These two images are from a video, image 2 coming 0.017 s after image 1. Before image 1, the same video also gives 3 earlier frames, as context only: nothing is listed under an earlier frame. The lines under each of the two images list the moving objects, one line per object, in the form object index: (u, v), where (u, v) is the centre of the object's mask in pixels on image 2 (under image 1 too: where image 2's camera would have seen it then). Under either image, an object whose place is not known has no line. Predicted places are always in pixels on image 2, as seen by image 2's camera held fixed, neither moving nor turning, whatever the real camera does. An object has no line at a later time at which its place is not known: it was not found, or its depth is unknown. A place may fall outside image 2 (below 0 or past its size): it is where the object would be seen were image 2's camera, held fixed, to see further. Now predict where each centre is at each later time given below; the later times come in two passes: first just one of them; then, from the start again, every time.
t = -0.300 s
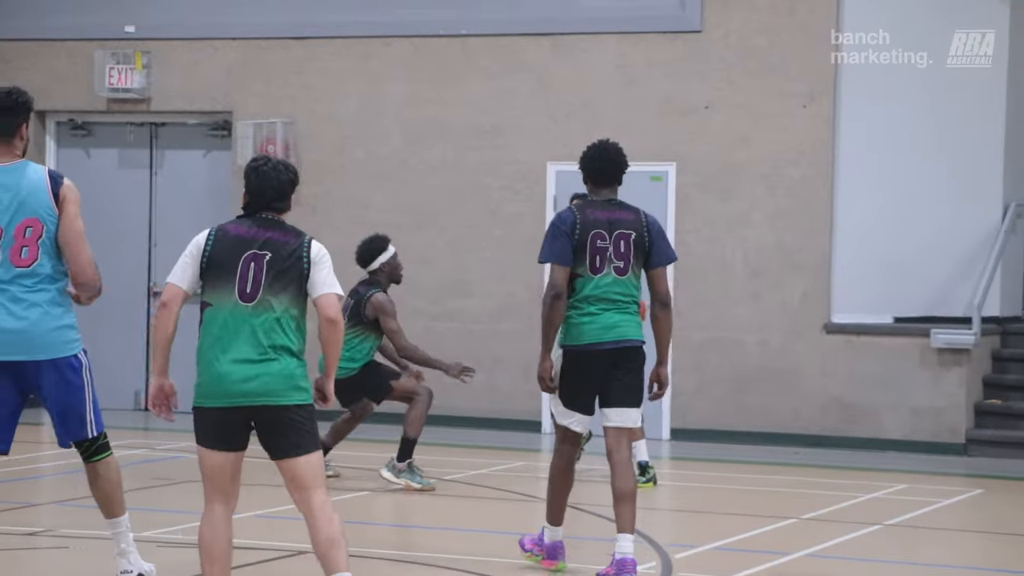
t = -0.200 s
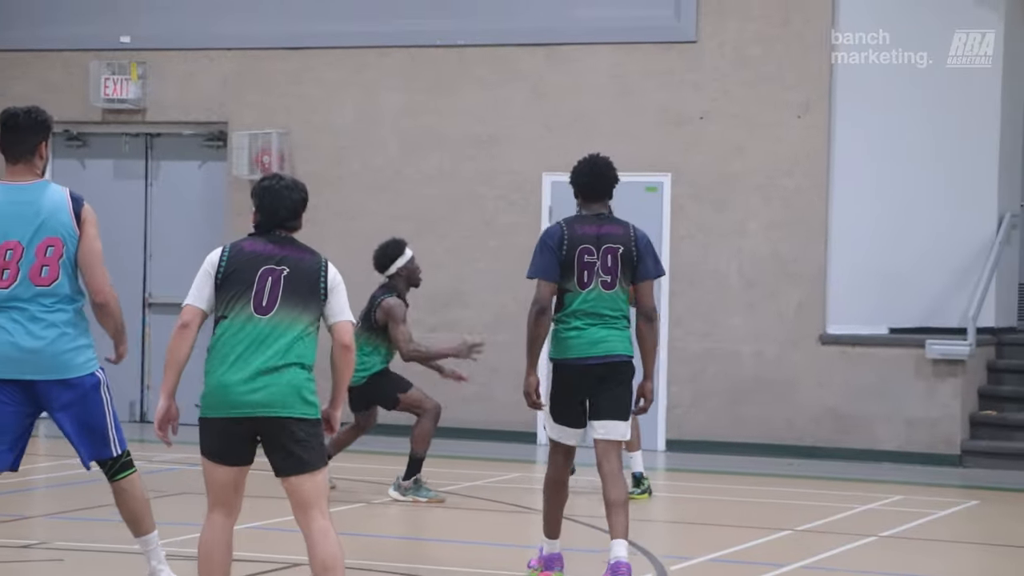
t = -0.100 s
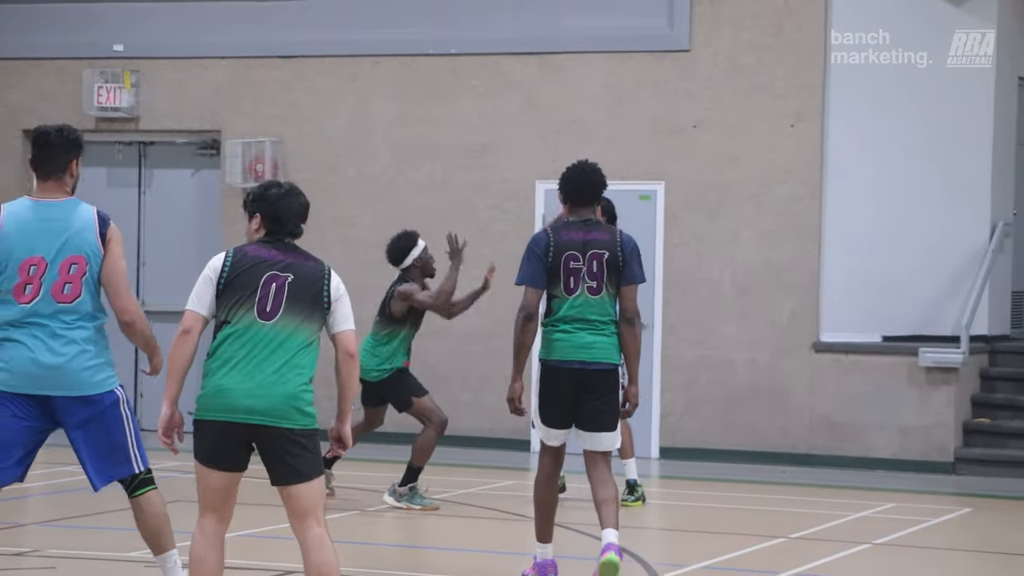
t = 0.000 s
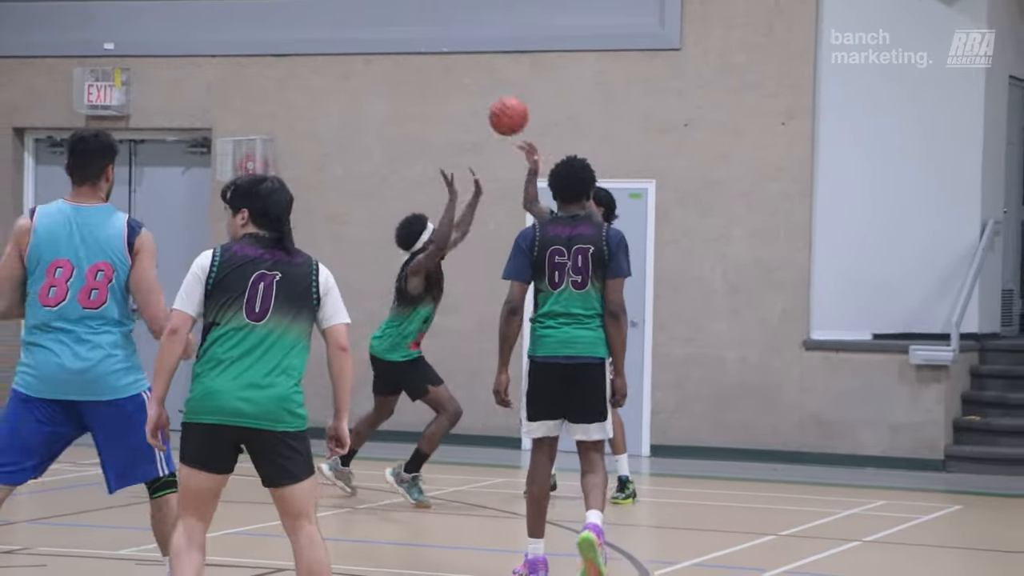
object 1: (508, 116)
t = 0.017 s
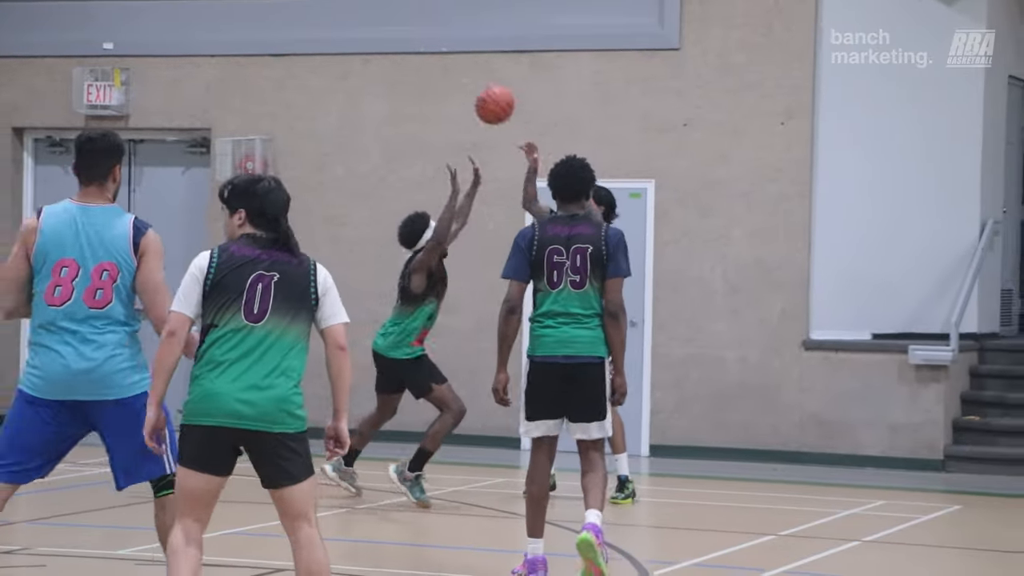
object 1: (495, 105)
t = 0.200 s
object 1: (345, 5)
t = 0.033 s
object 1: (482, 94)
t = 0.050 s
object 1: (469, 83)
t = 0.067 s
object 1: (456, 72)
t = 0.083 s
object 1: (442, 63)
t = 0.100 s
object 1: (428, 53)
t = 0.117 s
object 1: (414, 44)
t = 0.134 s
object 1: (400, 36)
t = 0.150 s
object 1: (387, 27)
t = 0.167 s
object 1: (373, 20)
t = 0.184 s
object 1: (359, 12)
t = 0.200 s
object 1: (345, 5)
